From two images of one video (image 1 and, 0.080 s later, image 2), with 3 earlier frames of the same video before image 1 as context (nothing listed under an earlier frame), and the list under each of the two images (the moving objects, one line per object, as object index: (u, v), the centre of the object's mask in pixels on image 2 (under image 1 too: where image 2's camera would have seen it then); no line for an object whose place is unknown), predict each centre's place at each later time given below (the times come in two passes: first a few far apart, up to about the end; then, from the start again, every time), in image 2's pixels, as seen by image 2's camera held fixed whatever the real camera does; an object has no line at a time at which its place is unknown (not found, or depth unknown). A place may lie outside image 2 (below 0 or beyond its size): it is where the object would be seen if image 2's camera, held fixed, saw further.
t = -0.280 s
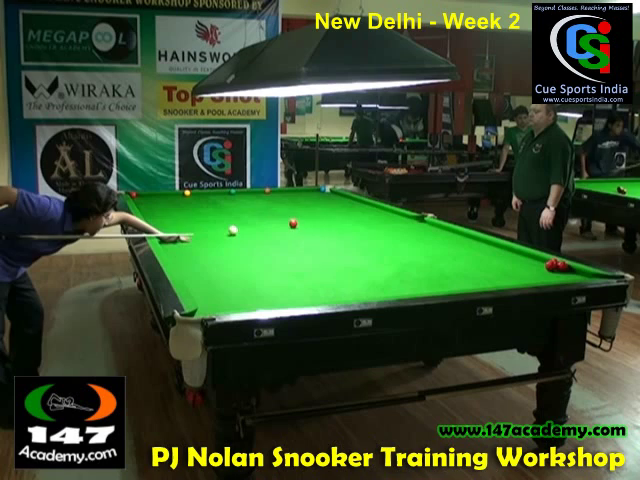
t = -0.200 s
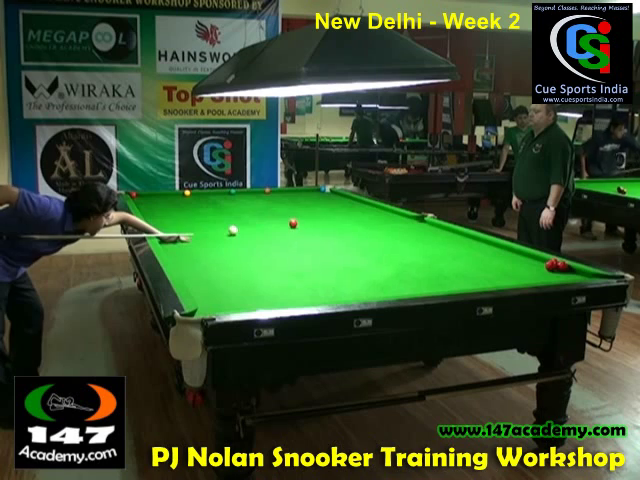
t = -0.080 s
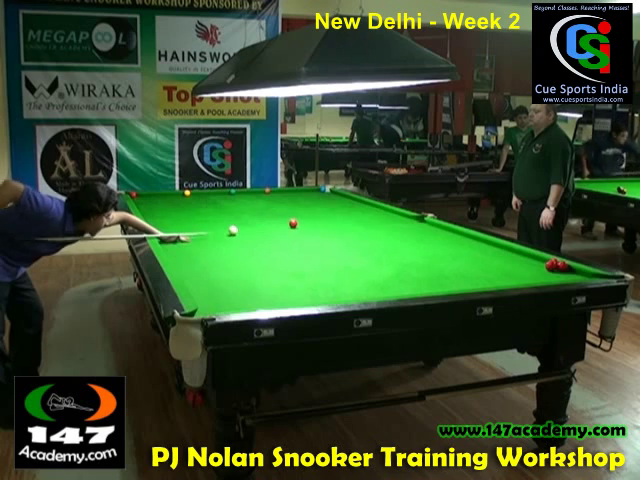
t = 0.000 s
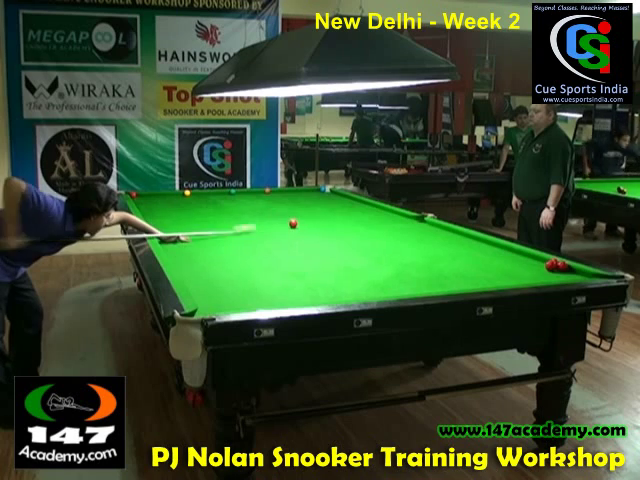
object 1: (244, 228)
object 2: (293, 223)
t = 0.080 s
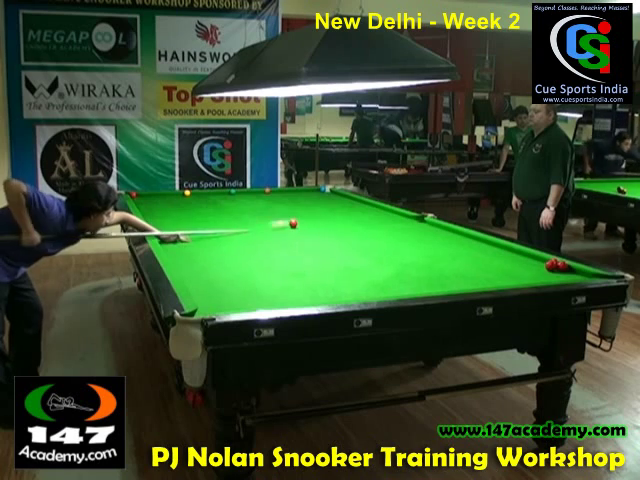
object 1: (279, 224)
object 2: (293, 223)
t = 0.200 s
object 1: (280, 221)
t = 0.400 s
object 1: (268, 218)
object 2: (408, 218)
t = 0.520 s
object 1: (259, 216)
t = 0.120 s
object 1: (284, 223)
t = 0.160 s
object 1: (282, 222)
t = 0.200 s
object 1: (280, 221)
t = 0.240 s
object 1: (278, 220)
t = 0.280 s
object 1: (276, 219)
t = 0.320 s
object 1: (273, 219)
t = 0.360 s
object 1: (271, 218)
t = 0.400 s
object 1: (268, 218)
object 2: (408, 218)
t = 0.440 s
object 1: (265, 217)
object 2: (419, 217)
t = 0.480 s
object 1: (262, 217)
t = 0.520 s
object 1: (259, 216)
